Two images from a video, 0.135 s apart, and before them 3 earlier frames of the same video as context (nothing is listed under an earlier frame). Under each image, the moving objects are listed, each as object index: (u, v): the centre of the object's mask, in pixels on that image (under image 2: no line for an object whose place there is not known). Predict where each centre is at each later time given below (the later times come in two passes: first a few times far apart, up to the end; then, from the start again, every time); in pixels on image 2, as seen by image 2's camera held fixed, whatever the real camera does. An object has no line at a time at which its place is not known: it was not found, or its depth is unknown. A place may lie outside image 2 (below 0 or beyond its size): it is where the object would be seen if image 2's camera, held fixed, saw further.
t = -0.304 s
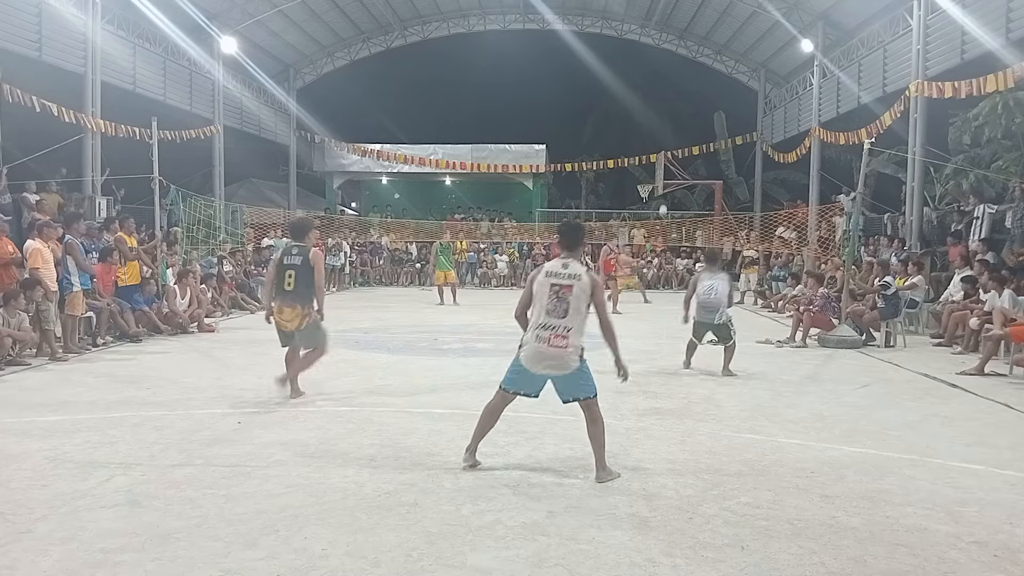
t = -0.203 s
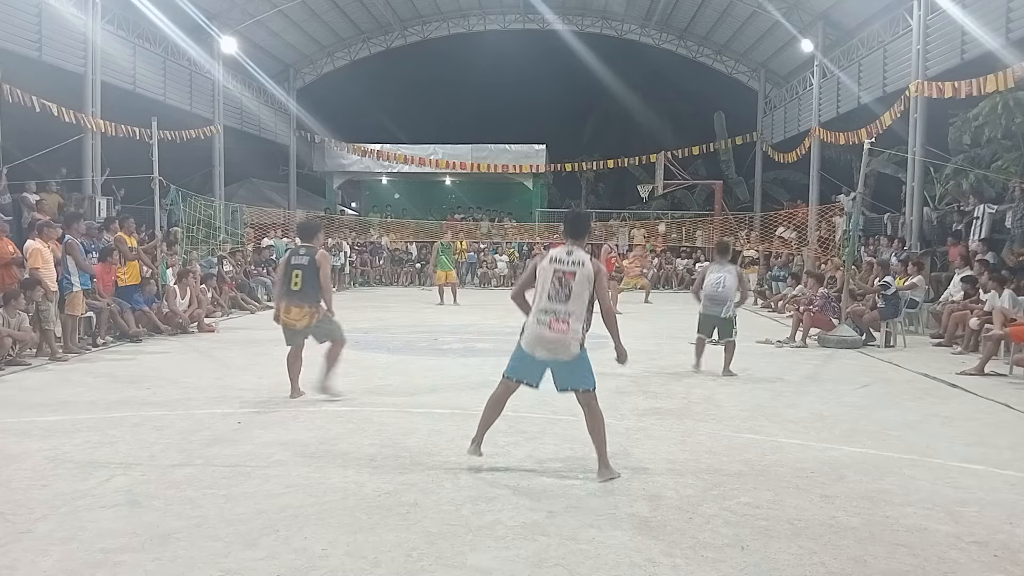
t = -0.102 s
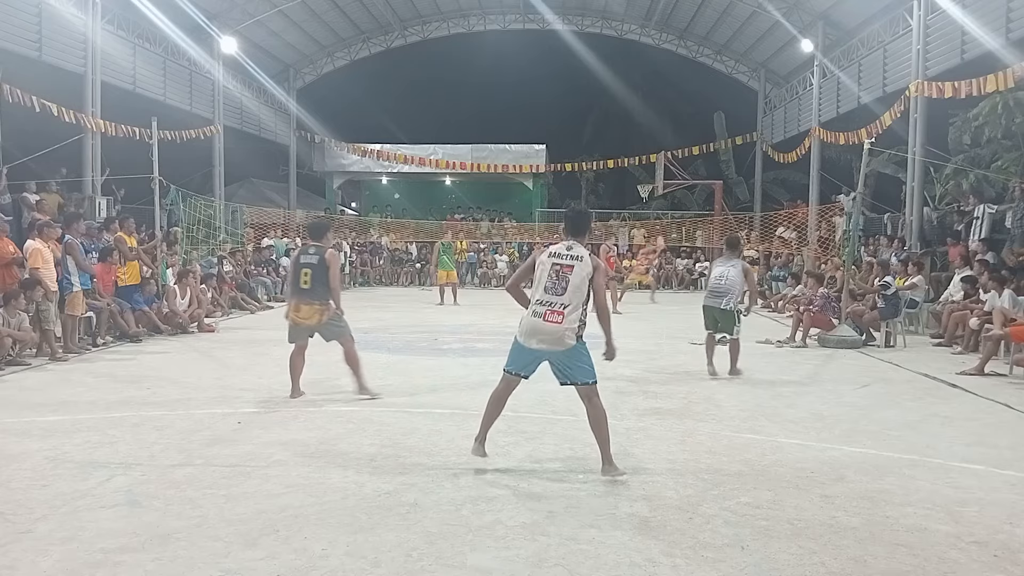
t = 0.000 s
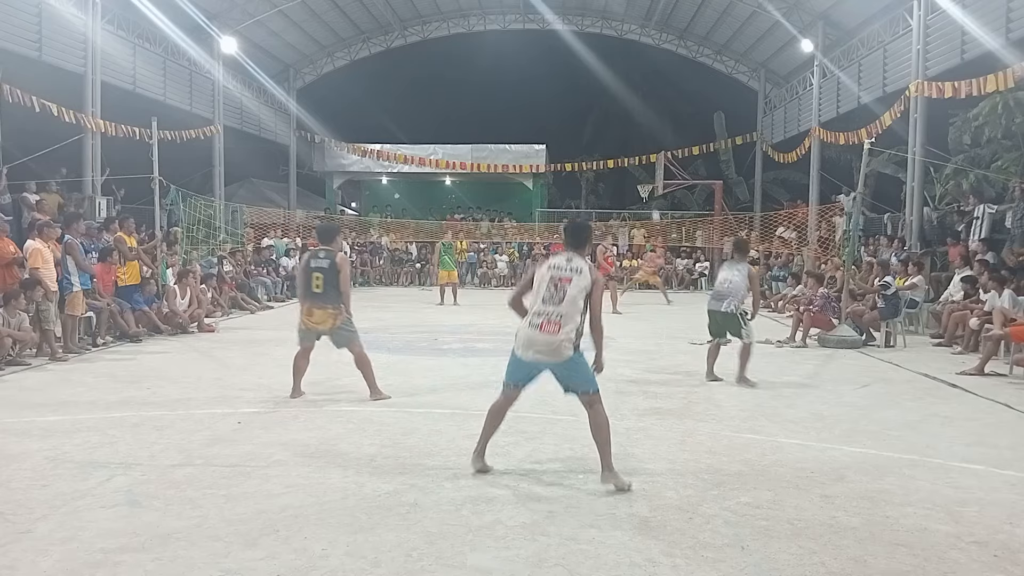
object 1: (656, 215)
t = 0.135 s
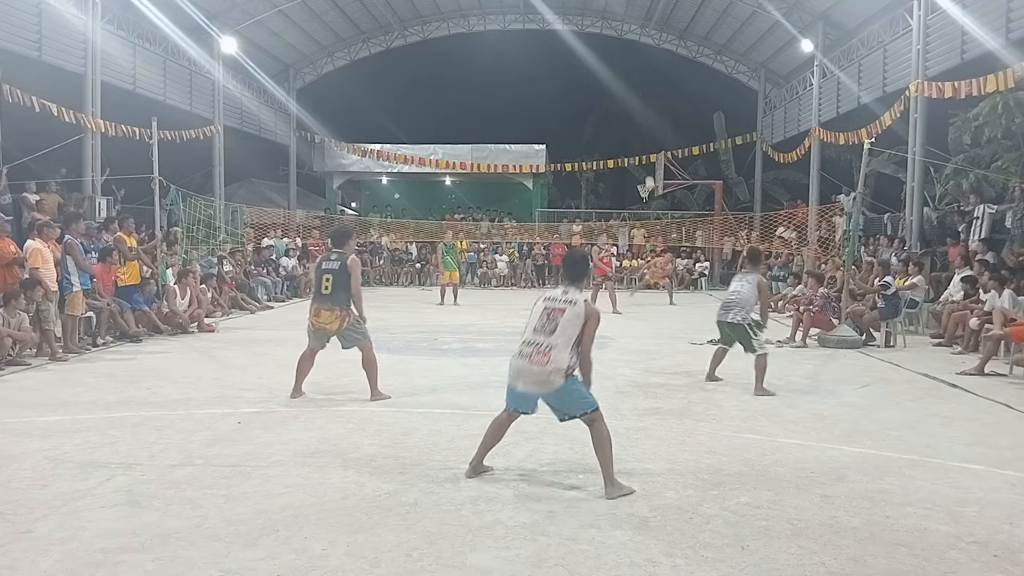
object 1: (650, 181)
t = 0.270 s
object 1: (645, 150)
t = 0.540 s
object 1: (636, 99)
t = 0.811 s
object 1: (623, 81)
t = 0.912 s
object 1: (617, 96)
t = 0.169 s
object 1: (649, 175)
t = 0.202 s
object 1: (647, 168)
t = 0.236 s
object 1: (646, 159)
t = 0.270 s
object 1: (645, 150)
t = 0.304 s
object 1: (644, 144)
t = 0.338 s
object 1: (643, 136)
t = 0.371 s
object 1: (642, 129)
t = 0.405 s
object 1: (641, 122)
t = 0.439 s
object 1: (639, 116)
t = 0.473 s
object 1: (638, 110)
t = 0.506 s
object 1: (637, 104)
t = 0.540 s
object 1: (636, 99)
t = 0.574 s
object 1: (635, 93)
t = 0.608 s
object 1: (633, 89)
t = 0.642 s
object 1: (632, 85)
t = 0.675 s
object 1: (630, 82)
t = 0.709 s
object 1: (629, 80)
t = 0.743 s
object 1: (627, 79)
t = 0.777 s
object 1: (625, 79)
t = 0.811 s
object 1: (623, 81)
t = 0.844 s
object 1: (621, 85)
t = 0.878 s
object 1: (619, 89)
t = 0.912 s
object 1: (617, 96)
